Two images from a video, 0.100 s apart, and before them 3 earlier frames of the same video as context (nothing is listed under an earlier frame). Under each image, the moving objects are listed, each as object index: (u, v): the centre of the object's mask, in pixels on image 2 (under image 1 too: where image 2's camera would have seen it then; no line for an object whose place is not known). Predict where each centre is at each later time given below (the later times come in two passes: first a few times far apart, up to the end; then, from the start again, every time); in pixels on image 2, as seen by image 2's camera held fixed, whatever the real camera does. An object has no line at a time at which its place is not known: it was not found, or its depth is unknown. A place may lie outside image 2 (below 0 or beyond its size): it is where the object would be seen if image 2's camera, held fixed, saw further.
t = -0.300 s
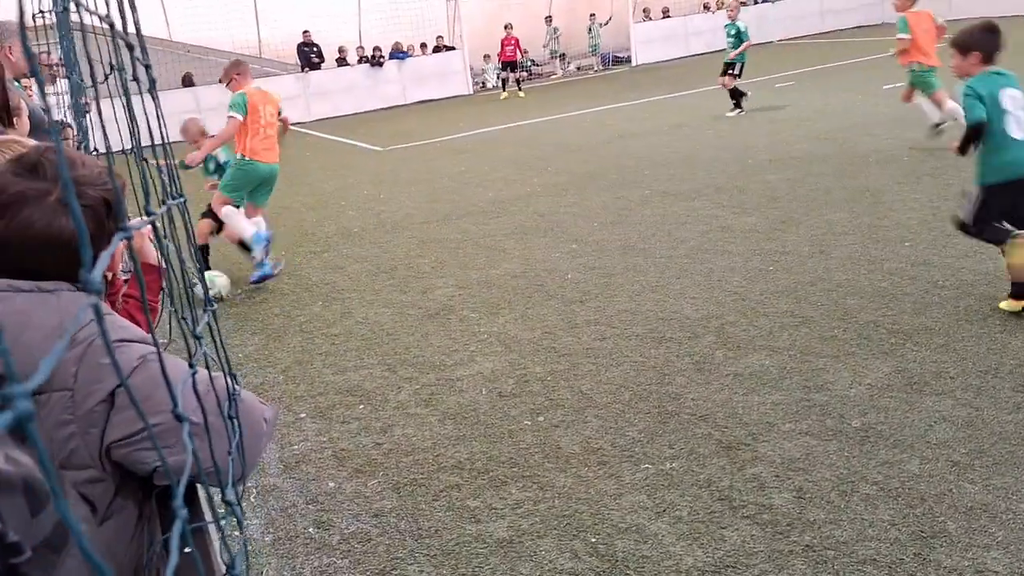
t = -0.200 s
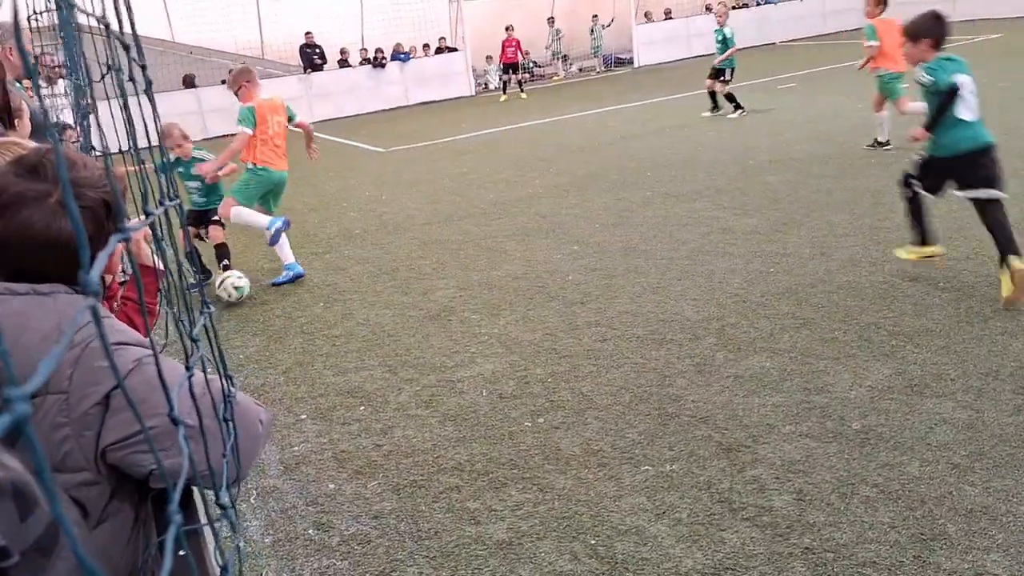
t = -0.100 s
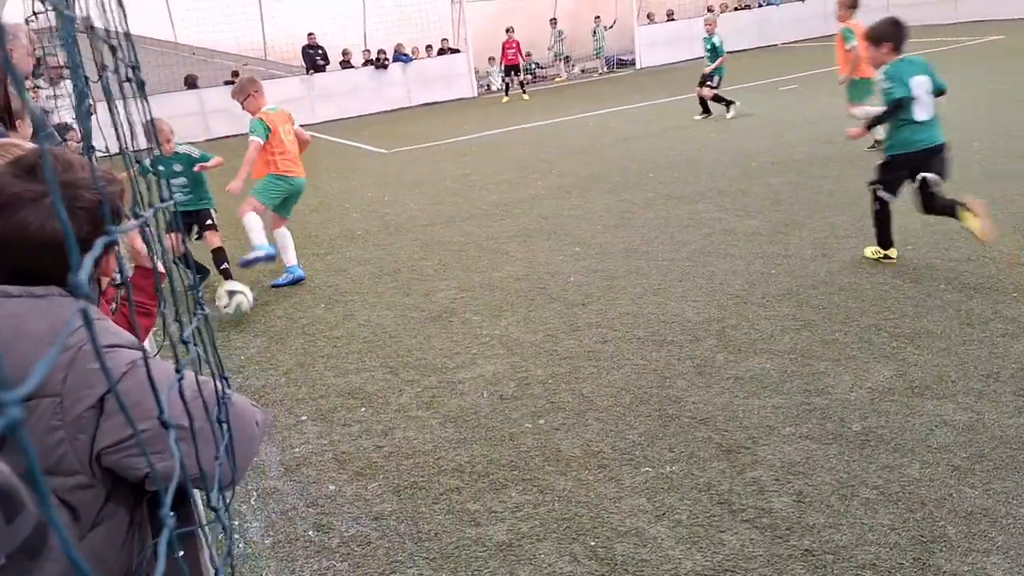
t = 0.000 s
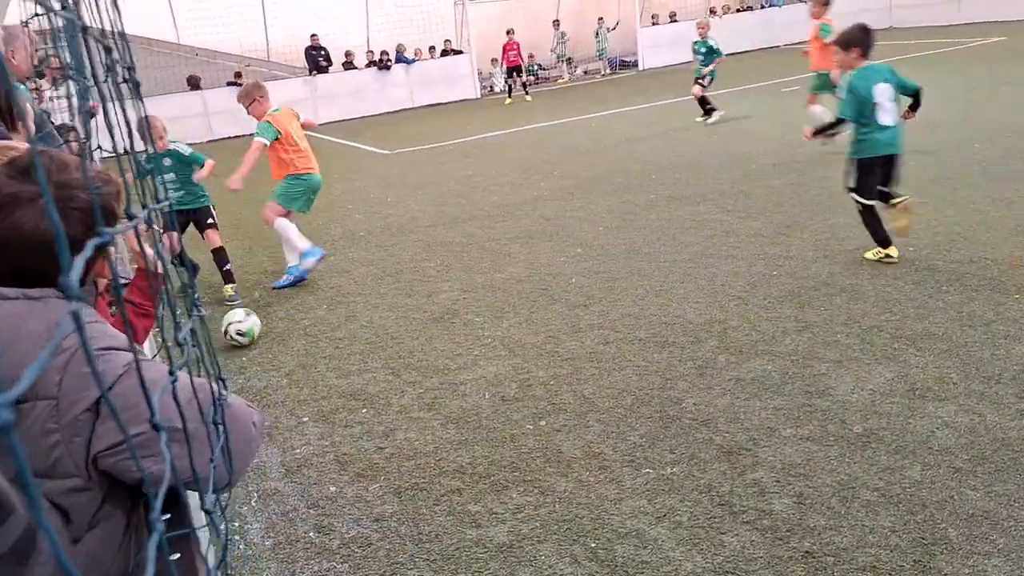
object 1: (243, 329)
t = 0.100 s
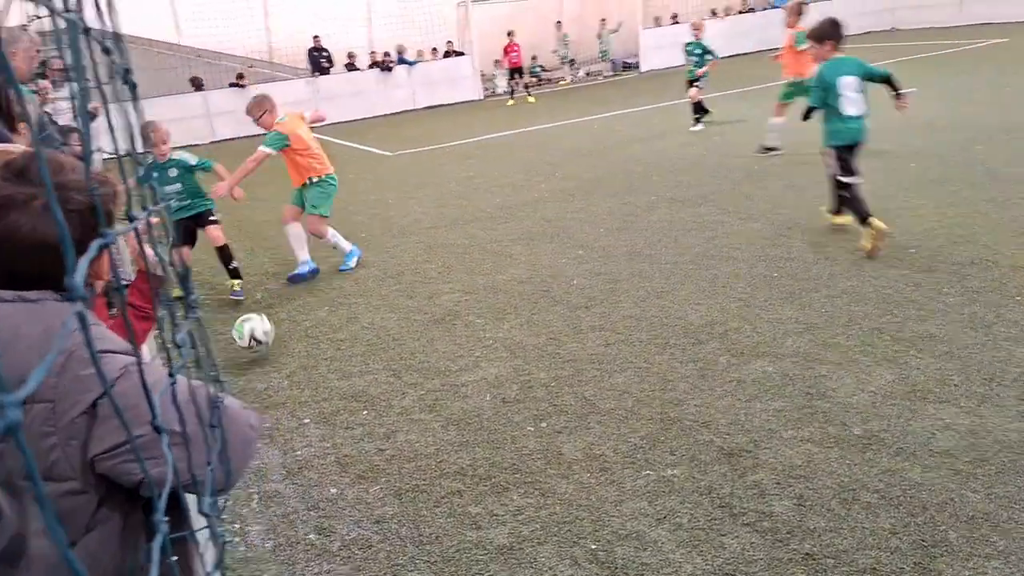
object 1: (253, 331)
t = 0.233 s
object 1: (277, 355)
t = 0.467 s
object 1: (333, 375)
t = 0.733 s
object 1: (404, 404)
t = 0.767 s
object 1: (414, 409)
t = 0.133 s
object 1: (258, 337)
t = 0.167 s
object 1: (264, 345)
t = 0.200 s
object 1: (270, 354)
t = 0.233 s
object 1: (277, 355)
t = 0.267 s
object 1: (284, 354)
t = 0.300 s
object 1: (293, 358)
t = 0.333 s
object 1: (301, 363)
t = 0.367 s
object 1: (309, 367)
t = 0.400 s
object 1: (316, 367)
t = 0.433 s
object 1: (325, 370)
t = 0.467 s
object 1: (333, 375)
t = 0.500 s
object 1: (343, 380)
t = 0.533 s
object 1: (350, 382)
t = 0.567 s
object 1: (360, 386)
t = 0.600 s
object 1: (367, 390)
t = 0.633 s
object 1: (376, 394)
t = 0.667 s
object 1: (386, 398)
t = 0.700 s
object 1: (396, 401)
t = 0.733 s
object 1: (404, 404)
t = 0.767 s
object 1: (414, 409)
